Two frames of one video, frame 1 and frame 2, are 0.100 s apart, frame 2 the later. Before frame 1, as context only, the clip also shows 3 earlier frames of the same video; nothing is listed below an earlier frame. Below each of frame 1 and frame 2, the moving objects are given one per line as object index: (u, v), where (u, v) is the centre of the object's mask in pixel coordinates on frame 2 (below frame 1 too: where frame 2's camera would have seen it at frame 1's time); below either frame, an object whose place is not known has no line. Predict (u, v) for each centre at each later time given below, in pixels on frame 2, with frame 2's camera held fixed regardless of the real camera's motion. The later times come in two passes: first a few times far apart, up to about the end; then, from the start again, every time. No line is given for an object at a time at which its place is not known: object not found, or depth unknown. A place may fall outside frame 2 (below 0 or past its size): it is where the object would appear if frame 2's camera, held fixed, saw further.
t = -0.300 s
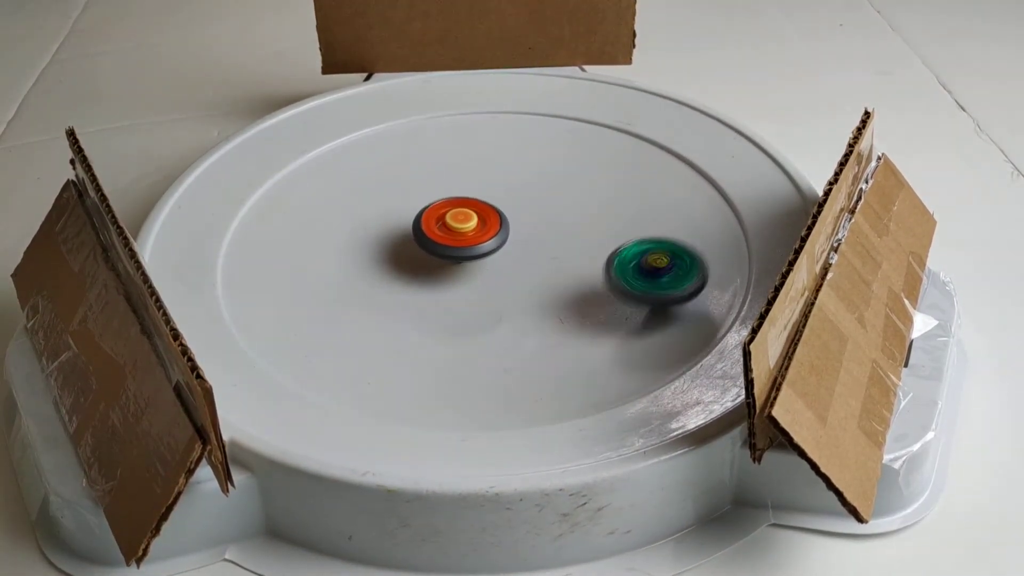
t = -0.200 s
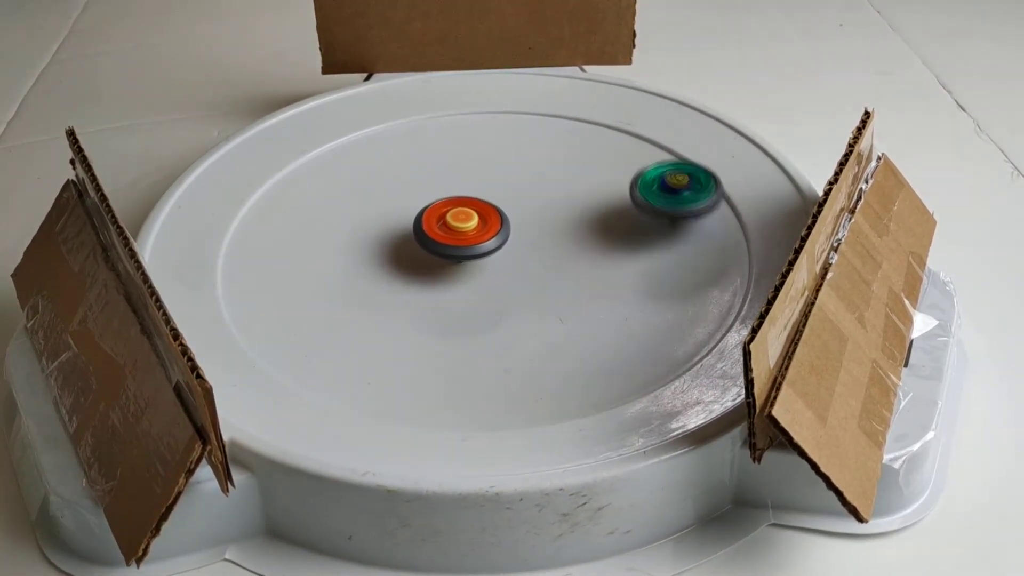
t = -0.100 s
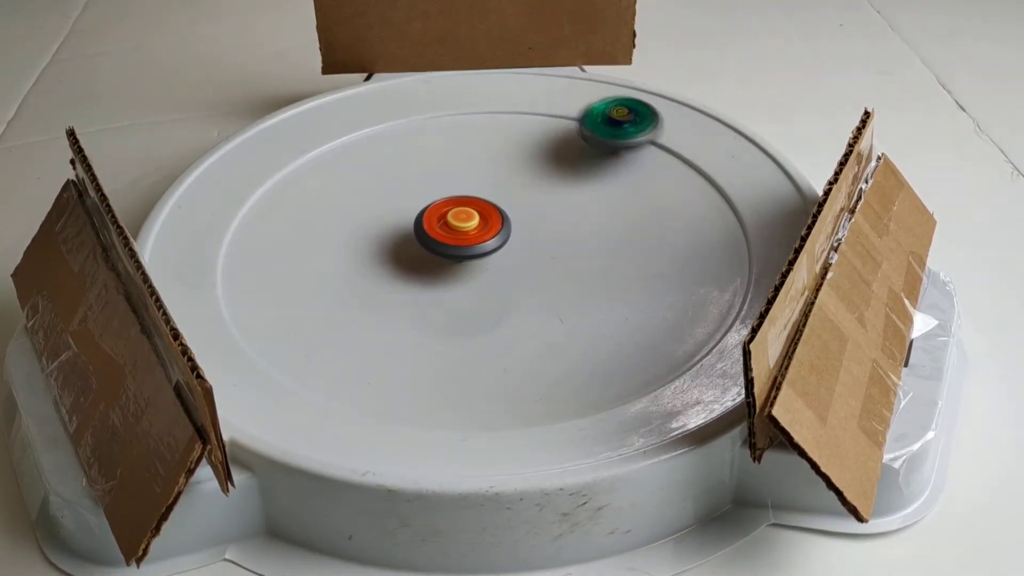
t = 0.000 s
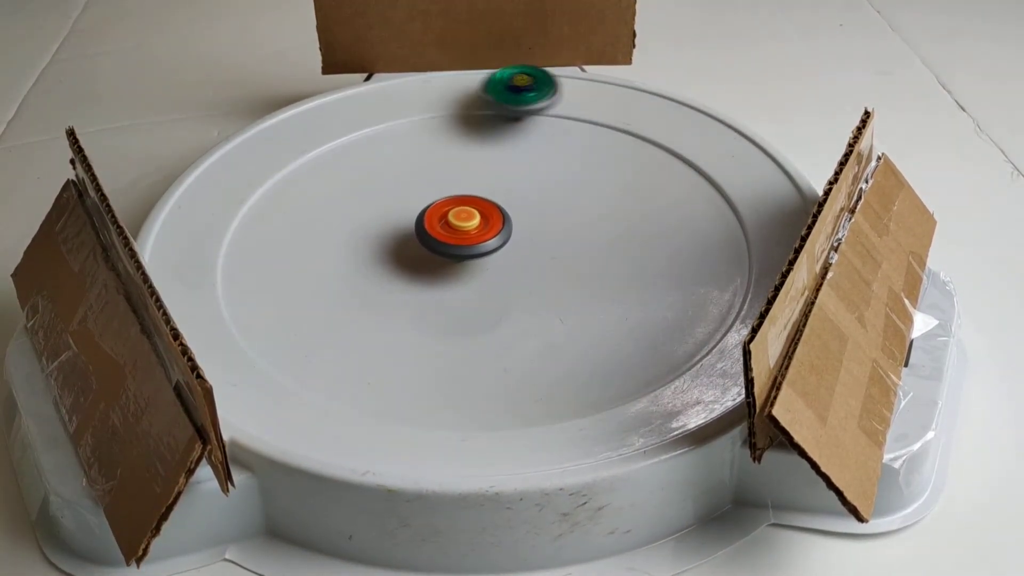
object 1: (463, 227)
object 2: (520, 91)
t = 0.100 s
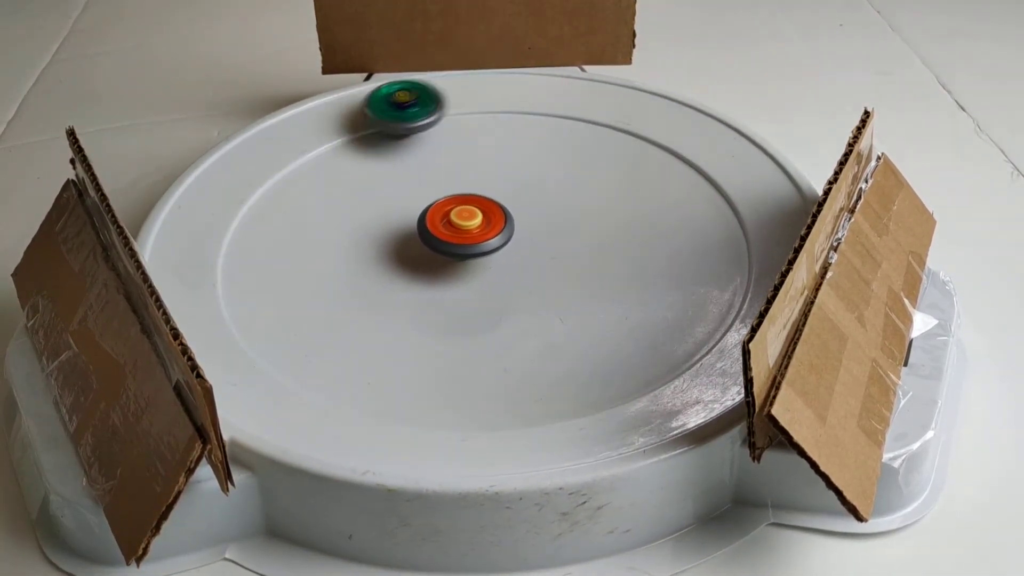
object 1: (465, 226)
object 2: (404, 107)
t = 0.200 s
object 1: (467, 225)
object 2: (314, 156)
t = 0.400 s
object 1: (469, 223)
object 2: (337, 311)
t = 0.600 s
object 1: (471, 222)
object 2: (623, 314)
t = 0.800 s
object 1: (472, 223)
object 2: (672, 165)
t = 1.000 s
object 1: (474, 224)
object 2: (484, 103)
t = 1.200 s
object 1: (476, 225)
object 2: (291, 182)
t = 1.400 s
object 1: (479, 226)
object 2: (347, 336)
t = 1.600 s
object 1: (480, 227)
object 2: (635, 318)
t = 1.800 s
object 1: (481, 229)
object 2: (661, 170)
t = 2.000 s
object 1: (481, 230)
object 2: (468, 108)
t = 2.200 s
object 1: (479, 231)
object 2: (276, 179)
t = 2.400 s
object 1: (478, 232)
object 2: (320, 330)
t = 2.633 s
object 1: (475, 233)
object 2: (635, 299)
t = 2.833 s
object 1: (473, 235)
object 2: (634, 157)
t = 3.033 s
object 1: (471, 235)
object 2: (452, 103)
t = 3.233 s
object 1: (469, 234)
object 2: (286, 169)
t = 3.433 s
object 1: (467, 234)
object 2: (332, 311)
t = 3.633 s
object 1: (465, 233)
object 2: (593, 310)
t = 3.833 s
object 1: (464, 232)
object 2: (652, 179)
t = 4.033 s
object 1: (464, 230)
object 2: (507, 109)
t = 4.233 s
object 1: (464, 228)
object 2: (343, 154)
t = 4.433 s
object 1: (465, 227)
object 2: (317, 276)
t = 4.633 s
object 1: (467, 226)
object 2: (506, 334)
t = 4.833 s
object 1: (468, 225)
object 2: (630, 267)
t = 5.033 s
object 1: (469, 224)
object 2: (602, 207)
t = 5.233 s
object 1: (472, 225)
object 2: (557, 196)
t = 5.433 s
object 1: (435, 241)
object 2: (556, 180)
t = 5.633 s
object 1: (446, 247)
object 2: (531, 178)
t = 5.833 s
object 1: (459, 249)
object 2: (507, 184)
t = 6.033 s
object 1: (450, 274)
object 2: (501, 169)
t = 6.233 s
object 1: (461, 285)
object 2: (491, 168)
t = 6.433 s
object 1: (481, 280)
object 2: (475, 180)
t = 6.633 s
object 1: (491, 265)
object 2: (463, 196)
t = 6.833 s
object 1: (497, 269)
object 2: (451, 194)
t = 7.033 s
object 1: (495, 256)
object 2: (446, 204)
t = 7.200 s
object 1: (509, 262)
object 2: (426, 193)
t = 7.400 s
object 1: (505, 249)
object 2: (421, 202)
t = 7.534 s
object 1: (502, 243)
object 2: (421, 206)
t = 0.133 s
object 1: (466, 226)
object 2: (371, 120)
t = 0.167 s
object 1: (467, 225)
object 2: (341, 135)
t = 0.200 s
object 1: (467, 225)
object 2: (314, 156)
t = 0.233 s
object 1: (468, 225)
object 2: (294, 178)
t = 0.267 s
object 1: (468, 224)
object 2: (281, 205)
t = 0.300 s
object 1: (468, 224)
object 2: (277, 233)
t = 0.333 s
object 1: (469, 224)
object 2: (285, 262)
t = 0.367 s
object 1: (469, 224)
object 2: (304, 290)
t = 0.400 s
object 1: (469, 223)
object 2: (337, 311)
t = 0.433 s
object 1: (469, 223)
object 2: (378, 332)
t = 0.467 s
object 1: (470, 223)
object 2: (427, 343)
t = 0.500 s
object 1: (470, 223)
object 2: (479, 348)
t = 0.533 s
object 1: (470, 223)
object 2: (532, 343)
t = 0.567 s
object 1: (470, 223)
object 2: (581, 331)
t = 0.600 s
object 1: (471, 222)
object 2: (623, 314)
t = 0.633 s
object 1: (471, 223)
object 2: (656, 292)
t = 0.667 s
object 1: (471, 223)
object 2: (679, 266)
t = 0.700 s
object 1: (471, 223)
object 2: (691, 240)
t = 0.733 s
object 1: (471, 223)
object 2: (694, 213)
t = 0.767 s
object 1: (471, 223)
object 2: (687, 188)
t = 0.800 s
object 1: (472, 223)
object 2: (672, 165)
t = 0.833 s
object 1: (472, 223)
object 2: (651, 145)
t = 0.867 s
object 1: (473, 224)
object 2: (623, 129)
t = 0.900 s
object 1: (473, 224)
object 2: (591, 116)
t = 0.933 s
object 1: (473, 224)
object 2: (557, 108)
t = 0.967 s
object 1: (474, 224)
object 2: (520, 103)
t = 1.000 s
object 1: (474, 224)
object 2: (484, 103)
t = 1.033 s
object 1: (475, 224)
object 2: (447, 107)
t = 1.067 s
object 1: (475, 224)
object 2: (410, 114)
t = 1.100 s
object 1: (476, 224)
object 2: (376, 125)
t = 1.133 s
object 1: (476, 225)
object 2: (343, 140)
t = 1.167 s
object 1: (476, 225)
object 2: (315, 159)
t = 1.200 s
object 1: (476, 225)
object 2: (291, 182)
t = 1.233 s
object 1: (477, 225)
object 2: (276, 206)
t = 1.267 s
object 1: (477, 225)
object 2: (268, 233)
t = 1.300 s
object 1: (478, 225)
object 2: (270, 263)
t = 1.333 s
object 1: (478, 226)
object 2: (284, 290)
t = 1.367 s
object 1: (479, 226)
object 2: (311, 315)
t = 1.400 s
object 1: (479, 226)
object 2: (347, 336)
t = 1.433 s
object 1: (479, 226)
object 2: (393, 351)
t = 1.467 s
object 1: (479, 227)
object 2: (445, 360)
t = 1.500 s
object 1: (480, 227)
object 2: (499, 359)
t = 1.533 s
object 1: (480, 227)
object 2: (551, 352)
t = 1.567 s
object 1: (480, 227)
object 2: (597, 337)
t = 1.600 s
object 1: (480, 227)
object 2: (635, 318)
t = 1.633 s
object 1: (481, 228)
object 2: (664, 294)
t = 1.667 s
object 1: (481, 228)
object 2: (682, 268)
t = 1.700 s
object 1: (481, 228)
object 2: (691, 241)
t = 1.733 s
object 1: (481, 228)
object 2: (689, 216)
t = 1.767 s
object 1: (481, 229)
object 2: (679, 192)
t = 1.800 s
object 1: (481, 229)
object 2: (661, 170)
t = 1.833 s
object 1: (481, 229)
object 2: (637, 151)
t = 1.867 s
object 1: (481, 229)
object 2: (609, 135)
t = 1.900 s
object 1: (481, 229)
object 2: (578, 123)
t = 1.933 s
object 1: (481, 229)
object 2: (543, 114)
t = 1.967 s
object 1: (481, 230)
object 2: (507, 109)
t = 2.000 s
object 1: (481, 230)
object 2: (468, 108)
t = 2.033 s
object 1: (481, 230)
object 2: (432, 111)
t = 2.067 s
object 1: (480, 230)
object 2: (395, 117)
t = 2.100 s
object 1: (480, 230)
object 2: (360, 127)
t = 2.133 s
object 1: (480, 231)
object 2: (328, 141)
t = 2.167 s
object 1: (480, 231)
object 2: (300, 158)
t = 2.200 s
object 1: (479, 231)
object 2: (276, 179)
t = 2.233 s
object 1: (479, 231)
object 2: (259, 202)
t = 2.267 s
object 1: (479, 231)
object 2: (249, 228)
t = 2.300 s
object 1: (479, 231)
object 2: (250, 256)
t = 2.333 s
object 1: (479, 232)
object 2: (262, 282)
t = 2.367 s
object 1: (478, 232)
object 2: (284, 310)
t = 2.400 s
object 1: (478, 232)
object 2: (320, 330)
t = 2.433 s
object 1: (478, 232)
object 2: (364, 345)
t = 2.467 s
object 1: (477, 232)
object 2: (414, 355)
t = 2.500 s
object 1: (477, 233)
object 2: (466, 358)
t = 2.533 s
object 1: (476, 233)
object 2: (518, 352)
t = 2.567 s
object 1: (476, 233)
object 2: (564, 340)
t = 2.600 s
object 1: (476, 233)
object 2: (604, 322)
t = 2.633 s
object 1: (475, 233)
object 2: (635, 299)
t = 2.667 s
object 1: (475, 234)
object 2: (656, 276)
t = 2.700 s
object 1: (475, 234)
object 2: (668, 250)
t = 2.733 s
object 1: (475, 234)
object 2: (670, 225)
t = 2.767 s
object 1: (474, 234)
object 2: (665, 200)
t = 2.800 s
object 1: (474, 234)
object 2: (652, 178)
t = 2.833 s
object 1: (473, 235)
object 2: (634, 157)
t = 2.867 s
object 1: (473, 234)
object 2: (610, 140)
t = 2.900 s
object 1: (472, 235)
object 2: (583, 125)
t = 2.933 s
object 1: (472, 235)
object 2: (552, 114)
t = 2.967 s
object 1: (472, 235)
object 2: (519, 107)
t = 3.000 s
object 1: (471, 235)
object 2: (485, 104)
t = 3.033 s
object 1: (471, 235)
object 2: (452, 103)
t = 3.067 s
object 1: (471, 235)
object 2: (418, 106)
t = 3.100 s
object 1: (470, 235)
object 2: (386, 112)
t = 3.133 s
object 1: (470, 235)
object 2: (357, 121)
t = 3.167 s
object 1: (470, 235)
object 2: (330, 134)
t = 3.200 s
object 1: (469, 235)
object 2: (306, 149)
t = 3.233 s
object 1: (469, 234)
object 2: (286, 169)
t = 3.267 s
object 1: (468, 234)
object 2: (271, 191)
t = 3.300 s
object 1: (468, 234)
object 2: (263, 217)
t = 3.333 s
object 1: (468, 234)
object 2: (264, 243)
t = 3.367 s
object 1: (467, 234)
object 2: (276, 268)
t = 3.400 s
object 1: (467, 234)
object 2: (298, 292)
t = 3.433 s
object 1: (467, 234)
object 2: (332, 311)
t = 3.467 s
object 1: (466, 234)
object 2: (371, 328)
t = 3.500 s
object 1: (466, 233)
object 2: (417, 338)
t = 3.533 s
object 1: (466, 233)
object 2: (466, 339)
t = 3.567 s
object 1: (465, 233)
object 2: (512, 336)
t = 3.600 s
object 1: (465, 233)
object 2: (555, 326)
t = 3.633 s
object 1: (465, 233)
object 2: (593, 310)
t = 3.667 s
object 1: (465, 233)
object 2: (623, 291)
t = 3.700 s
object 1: (464, 233)
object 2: (644, 269)
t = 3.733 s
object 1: (464, 232)
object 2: (658, 246)
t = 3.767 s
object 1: (464, 232)
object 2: (664, 222)
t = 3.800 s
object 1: (464, 232)
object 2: (661, 200)
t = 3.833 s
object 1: (464, 232)
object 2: (652, 179)
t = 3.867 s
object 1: (464, 231)
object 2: (637, 159)
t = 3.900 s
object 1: (464, 231)
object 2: (616, 143)
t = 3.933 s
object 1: (463, 231)
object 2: (593, 130)
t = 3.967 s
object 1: (464, 230)
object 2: (566, 120)
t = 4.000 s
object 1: (464, 230)
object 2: (538, 113)
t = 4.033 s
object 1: (464, 230)
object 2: (507, 109)
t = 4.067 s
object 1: (464, 229)
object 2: (477, 109)
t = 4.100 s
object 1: (464, 229)
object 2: (446, 112)
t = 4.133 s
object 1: (464, 229)
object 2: (419, 118)
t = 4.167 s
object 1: (464, 229)
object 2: (393, 126)
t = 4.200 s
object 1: (464, 228)
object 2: (367, 139)
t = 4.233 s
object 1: (464, 228)
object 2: (343, 154)
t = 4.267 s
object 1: (464, 228)
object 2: (324, 171)
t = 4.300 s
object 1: (464, 228)
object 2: (310, 190)
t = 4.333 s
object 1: (465, 228)
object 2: (303, 211)
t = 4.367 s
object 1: (465, 227)
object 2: (301, 232)
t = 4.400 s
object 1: (465, 227)
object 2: (305, 254)
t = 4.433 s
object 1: (465, 227)
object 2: (317, 276)
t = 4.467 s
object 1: (465, 227)
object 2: (337, 295)
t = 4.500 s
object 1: (465, 227)
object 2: (364, 312)
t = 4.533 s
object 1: (466, 226)
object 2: (396, 324)
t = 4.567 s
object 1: (466, 226)
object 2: (431, 332)
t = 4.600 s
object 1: (466, 226)
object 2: (468, 336)
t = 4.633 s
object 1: (467, 226)
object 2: (506, 334)
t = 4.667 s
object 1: (467, 226)
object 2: (541, 328)
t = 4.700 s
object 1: (467, 225)
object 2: (570, 319)
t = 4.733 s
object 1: (468, 225)
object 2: (593, 307)
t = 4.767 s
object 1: (468, 225)
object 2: (610, 295)
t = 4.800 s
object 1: (468, 225)
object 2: (622, 282)
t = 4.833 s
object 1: (468, 225)
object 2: (630, 267)
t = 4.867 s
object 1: (469, 225)
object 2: (633, 254)
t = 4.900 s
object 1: (469, 224)
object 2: (632, 241)
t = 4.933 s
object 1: (469, 224)
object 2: (627, 230)
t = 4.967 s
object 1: (469, 224)
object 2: (620, 220)
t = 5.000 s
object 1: (469, 224)
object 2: (611, 213)
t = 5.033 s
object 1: (469, 224)
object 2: (602, 207)
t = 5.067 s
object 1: (470, 224)
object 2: (593, 203)
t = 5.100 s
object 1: (470, 224)
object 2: (584, 200)
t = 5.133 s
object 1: (471, 224)
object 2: (577, 198)
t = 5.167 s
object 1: (471, 225)
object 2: (570, 197)
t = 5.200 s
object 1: (471, 225)
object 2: (563, 197)
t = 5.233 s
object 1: (472, 225)
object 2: (557, 196)
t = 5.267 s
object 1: (460, 228)
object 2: (562, 191)
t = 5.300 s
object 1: (446, 233)
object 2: (568, 186)
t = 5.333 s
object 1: (438, 236)
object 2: (568, 183)
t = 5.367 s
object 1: (434, 238)
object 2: (565, 182)
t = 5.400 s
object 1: (434, 239)
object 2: (561, 181)
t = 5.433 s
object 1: (435, 241)
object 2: (556, 180)
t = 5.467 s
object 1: (436, 242)
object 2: (552, 179)
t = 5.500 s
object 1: (438, 243)
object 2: (548, 178)
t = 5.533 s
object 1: (440, 244)
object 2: (544, 178)
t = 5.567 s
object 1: (442, 245)
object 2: (539, 178)
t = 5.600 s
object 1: (444, 246)
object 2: (535, 178)
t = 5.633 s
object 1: (446, 247)
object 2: (531, 178)
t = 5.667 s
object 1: (448, 248)
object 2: (527, 179)
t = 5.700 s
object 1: (450, 248)
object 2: (523, 180)
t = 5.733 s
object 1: (453, 248)
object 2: (519, 180)
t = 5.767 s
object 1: (455, 249)
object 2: (515, 181)
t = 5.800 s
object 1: (457, 249)
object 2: (511, 183)
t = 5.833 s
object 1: (459, 249)
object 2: (507, 184)
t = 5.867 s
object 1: (461, 249)
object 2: (503, 186)
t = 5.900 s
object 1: (463, 248)
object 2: (499, 187)
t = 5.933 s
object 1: (465, 248)
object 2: (495, 189)
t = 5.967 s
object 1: (466, 248)
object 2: (492, 190)
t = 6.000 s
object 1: (457, 262)
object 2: (497, 179)
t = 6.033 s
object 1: (450, 274)
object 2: (501, 169)
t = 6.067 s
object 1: (447, 280)
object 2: (503, 164)
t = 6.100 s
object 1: (448, 284)
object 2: (502, 163)
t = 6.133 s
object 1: (451, 285)
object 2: (500, 163)
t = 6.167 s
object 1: (454, 285)
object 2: (496, 165)
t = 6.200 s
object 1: (458, 285)
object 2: (493, 166)
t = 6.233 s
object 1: (461, 285)
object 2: (491, 168)
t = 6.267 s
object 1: (465, 285)
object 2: (488, 169)
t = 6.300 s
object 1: (469, 284)
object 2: (485, 171)
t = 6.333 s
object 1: (472, 283)
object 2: (483, 173)
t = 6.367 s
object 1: (475, 282)
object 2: (480, 175)
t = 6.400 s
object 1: (478, 281)
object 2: (478, 177)
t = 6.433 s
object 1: (481, 280)
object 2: (475, 180)
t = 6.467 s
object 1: (484, 278)
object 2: (473, 182)
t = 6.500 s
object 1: (486, 276)
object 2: (470, 185)
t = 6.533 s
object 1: (488, 273)
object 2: (468, 187)
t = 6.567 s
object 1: (489, 271)
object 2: (467, 190)
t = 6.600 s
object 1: (490, 268)
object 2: (465, 193)
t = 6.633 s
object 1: (491, 265)
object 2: (463, 196)
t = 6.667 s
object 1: (491, 262)
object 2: (462, 200)
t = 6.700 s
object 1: (491, 259)
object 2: (460, 202)
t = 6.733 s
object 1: (491, 260)
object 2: (458, 203)
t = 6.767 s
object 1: (495, 266)
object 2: (454, 197)
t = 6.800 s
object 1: (497, 269)
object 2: (452, 194)
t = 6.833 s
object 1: (497, 269)
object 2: (451, 194)
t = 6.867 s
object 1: (497, 268)
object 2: (450, 195)
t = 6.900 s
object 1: (497, 266)
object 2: (449, 197)
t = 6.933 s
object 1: (497, 263)
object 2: (448, 199)
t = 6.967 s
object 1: (497, 261)
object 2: (448, 200)
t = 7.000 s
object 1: (496, 259)
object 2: (447, 203)
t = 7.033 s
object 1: (495, 256)
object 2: (446, 204)
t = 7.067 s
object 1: (495, 254)
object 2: (445, 206)
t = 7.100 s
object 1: (502, 261)
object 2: (438, 198)
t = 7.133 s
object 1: (506, 264)
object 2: (432, 193)
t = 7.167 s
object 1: (509, 265)
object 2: (429, 191)
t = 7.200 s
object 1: (509, 262)
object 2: (426, 193)
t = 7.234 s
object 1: (509, 260)
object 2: (425, 194)
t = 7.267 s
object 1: (509, 258)
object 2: (424, 196)
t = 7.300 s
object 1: (509, 256)
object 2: (423, 197)
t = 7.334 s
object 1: (508, 253)
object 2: (422, 199)
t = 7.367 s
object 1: (507, 251)
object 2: (421, 201)
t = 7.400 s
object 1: (505, 249)
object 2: (421, 202)
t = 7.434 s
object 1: (504, 247)
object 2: (421, 204)
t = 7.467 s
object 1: (502, 245)
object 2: (421, 206)
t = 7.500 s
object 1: (500, 243)
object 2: (422, 207)
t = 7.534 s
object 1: (502, 243)
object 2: (421, 206)
